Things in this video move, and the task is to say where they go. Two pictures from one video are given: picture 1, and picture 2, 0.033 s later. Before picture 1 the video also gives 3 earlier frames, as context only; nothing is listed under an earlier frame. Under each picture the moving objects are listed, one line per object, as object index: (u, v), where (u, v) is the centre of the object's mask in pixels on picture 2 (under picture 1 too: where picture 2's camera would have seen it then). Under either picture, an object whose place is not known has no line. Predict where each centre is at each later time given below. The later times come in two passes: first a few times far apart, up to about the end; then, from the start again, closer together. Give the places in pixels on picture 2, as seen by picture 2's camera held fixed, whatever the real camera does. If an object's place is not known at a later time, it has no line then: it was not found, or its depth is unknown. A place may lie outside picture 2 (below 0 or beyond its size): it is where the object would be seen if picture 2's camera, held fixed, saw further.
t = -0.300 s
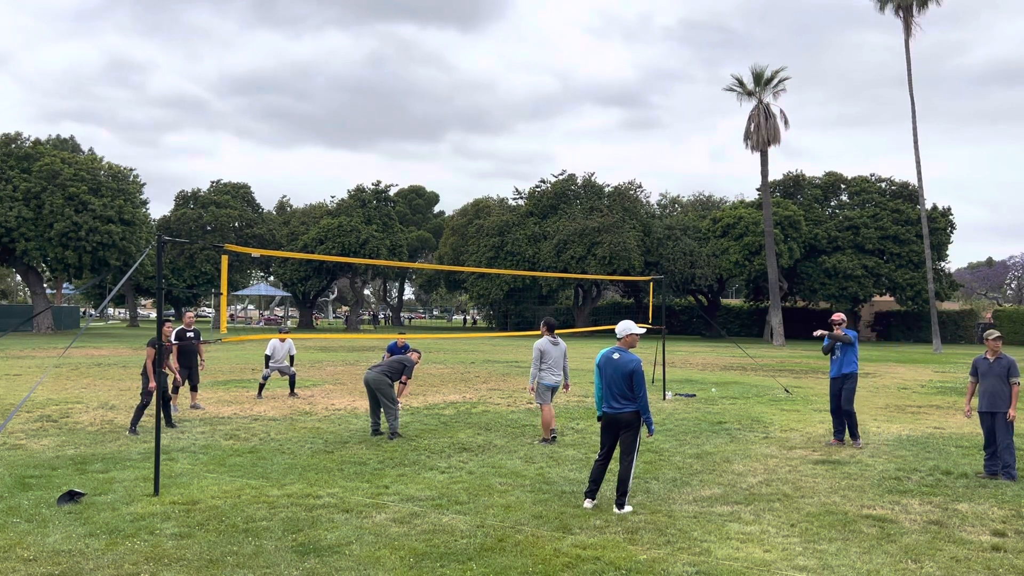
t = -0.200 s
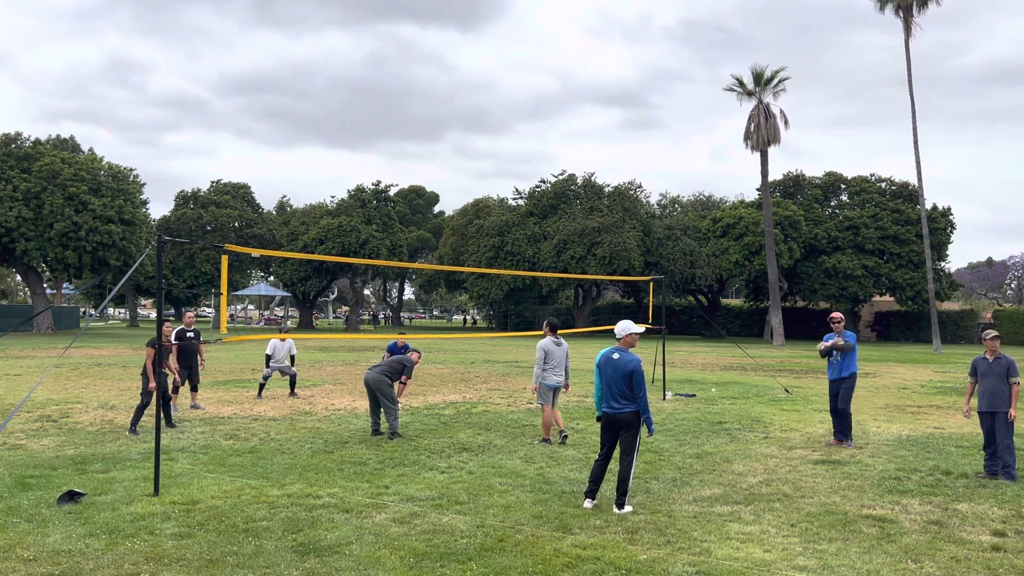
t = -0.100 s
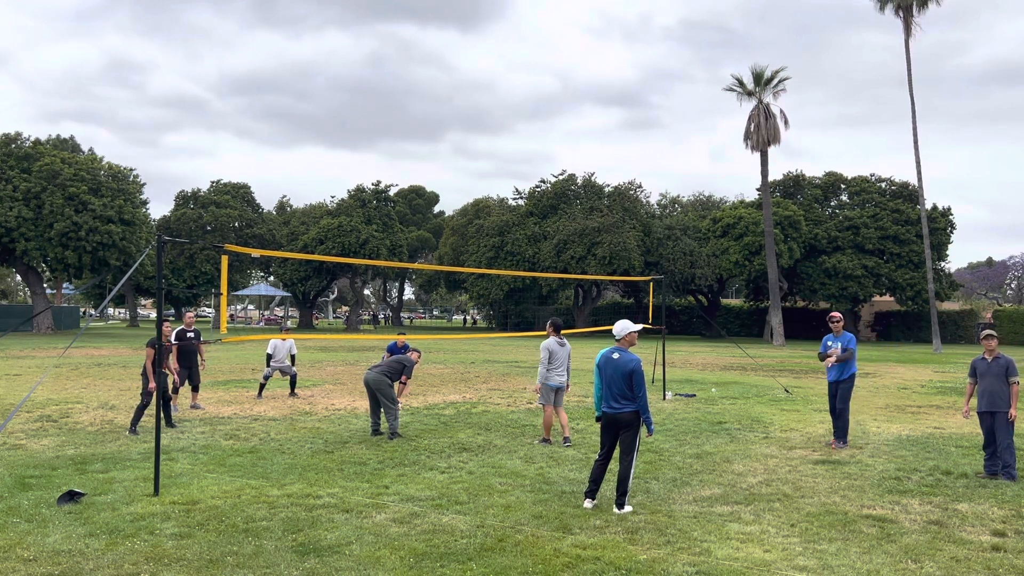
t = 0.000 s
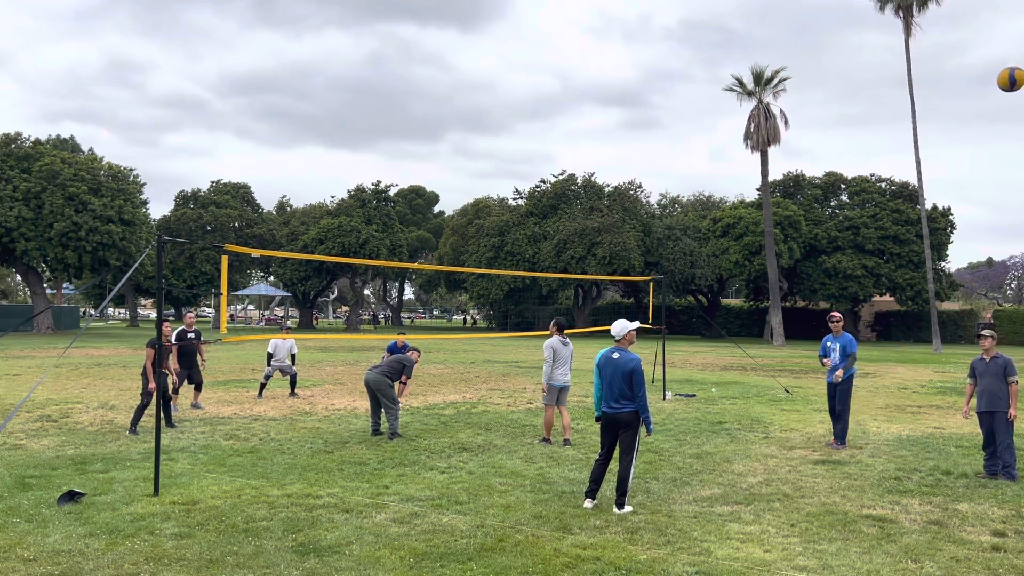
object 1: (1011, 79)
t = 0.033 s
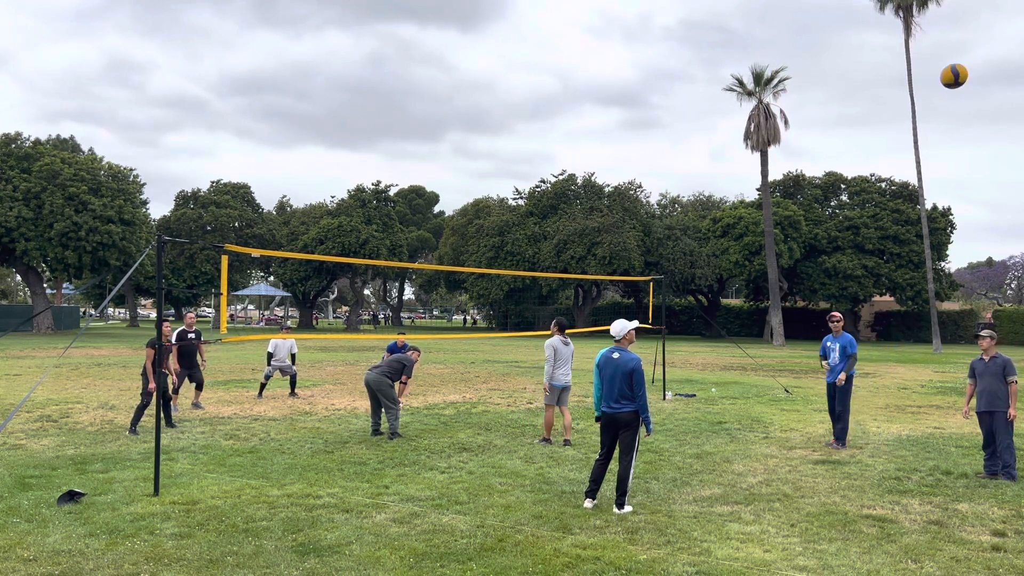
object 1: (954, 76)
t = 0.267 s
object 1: (650, 88)
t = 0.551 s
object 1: (416, 144)
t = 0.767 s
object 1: (288, 209)
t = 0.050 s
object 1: (927, 75)
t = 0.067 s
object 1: (900, 75)
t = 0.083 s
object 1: (875, 74)
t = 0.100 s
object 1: (851, 74)
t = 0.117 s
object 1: (828, 75)
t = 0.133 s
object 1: (806, 75)
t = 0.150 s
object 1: (784, 76)
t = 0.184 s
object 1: (742, 78)
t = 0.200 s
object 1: (723, 80)
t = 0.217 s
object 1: (704, 82)
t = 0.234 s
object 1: (685, 84)
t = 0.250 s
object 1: (667, 86)
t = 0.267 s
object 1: (650, 88)
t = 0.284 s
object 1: (633, 91)
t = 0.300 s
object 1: (616, 93)
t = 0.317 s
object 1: (601, 96)
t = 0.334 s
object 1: (585, 99)
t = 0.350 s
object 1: (570, 101)
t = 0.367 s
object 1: (555, 104)
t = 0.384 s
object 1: (541, 107)
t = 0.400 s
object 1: (527, 111)
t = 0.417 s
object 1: (514, 114)
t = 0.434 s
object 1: (500, 117)
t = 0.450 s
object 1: (488, 121)
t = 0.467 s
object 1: (475, 124)
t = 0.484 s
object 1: (463, 128)
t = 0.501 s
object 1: (451, 132)
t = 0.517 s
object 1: (439, 136)
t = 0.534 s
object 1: (427, 140)
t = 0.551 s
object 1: (416, 144)
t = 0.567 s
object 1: (405, 148)
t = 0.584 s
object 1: (394, 153)
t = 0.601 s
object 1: (384, 157)
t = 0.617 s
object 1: (373, 162)
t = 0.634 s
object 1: (363, 167)
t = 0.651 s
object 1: (353, 172)
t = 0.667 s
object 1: (343, 177)
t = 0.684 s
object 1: (334, 182)
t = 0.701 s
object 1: (324, 187)
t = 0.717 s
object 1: (315, 192)
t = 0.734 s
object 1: (306, 198)
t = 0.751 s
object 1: (298, 204)
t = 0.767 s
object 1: (288, 209)
